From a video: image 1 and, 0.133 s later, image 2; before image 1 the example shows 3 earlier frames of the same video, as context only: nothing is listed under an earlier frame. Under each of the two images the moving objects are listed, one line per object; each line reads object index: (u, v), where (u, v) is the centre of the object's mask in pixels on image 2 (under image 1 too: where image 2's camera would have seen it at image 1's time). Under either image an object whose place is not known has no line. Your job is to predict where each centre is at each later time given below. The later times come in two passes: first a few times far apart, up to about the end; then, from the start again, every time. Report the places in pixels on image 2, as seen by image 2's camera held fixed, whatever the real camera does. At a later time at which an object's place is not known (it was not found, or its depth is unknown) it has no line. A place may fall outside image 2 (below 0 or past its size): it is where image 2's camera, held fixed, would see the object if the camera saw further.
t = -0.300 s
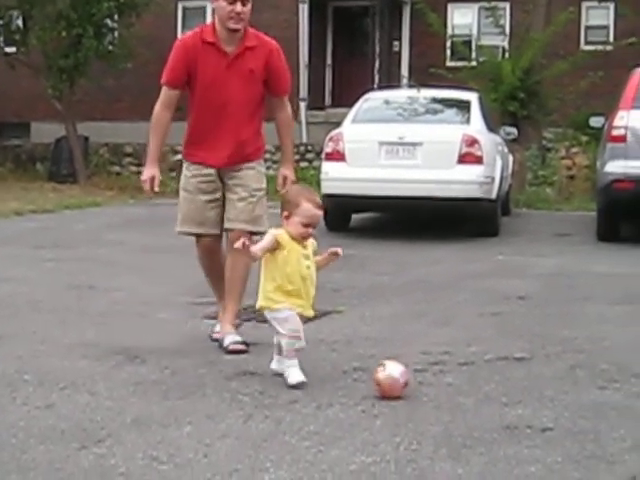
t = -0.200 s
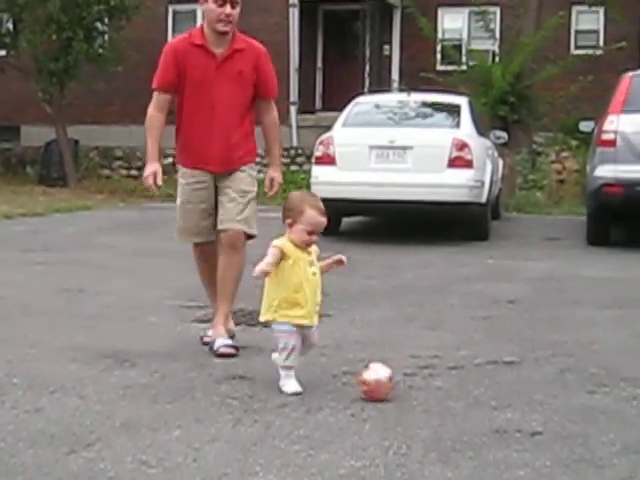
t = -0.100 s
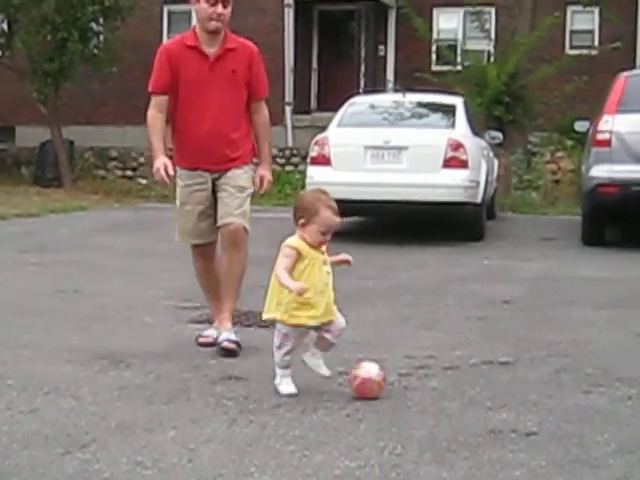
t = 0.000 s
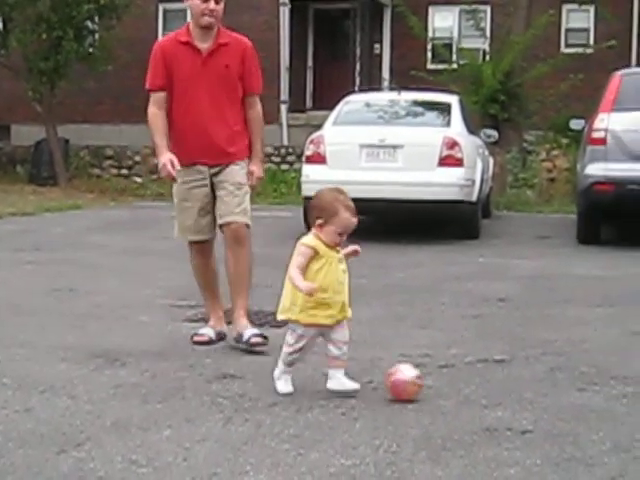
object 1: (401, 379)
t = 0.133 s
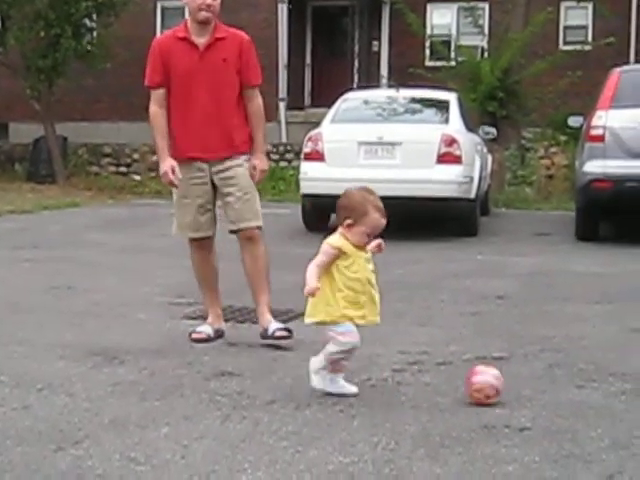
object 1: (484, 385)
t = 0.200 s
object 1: (517, 388)
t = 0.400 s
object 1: (609, 392)
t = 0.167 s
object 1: (501, 386)
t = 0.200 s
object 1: (517, 388)
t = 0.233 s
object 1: (533, 388)
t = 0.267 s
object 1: (547, 389)
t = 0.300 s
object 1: (562, 389)
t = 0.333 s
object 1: (578, 390)
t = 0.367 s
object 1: (592, 391)
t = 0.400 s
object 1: (609, 392)
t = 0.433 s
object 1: (624, 393)
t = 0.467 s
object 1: (640, 393)
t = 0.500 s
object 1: (655, 394)
